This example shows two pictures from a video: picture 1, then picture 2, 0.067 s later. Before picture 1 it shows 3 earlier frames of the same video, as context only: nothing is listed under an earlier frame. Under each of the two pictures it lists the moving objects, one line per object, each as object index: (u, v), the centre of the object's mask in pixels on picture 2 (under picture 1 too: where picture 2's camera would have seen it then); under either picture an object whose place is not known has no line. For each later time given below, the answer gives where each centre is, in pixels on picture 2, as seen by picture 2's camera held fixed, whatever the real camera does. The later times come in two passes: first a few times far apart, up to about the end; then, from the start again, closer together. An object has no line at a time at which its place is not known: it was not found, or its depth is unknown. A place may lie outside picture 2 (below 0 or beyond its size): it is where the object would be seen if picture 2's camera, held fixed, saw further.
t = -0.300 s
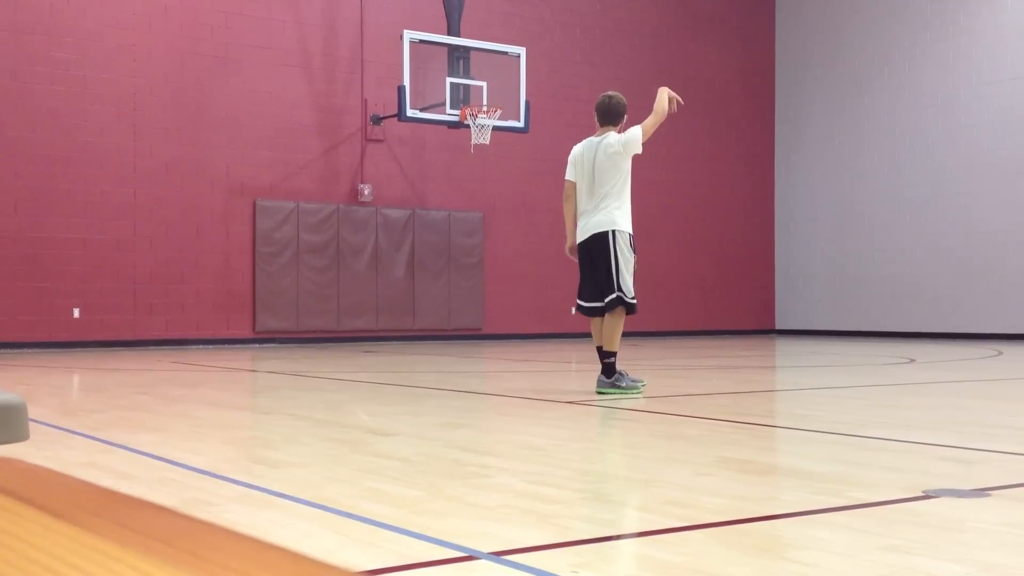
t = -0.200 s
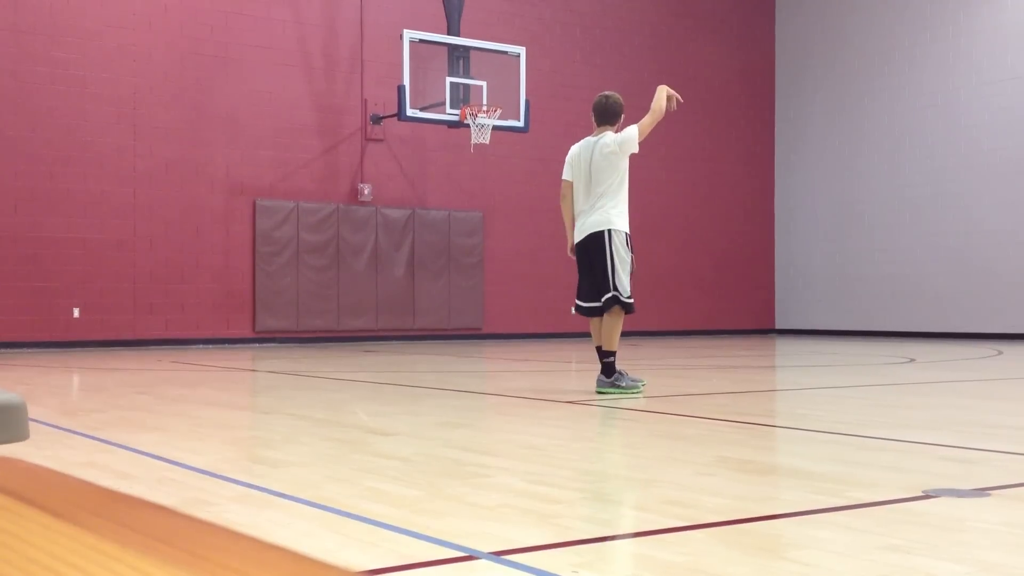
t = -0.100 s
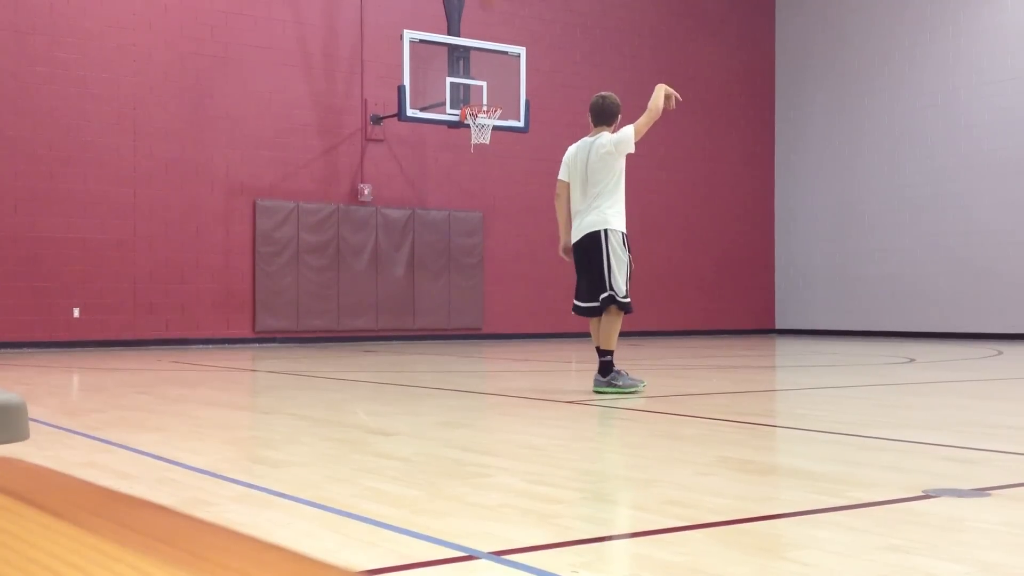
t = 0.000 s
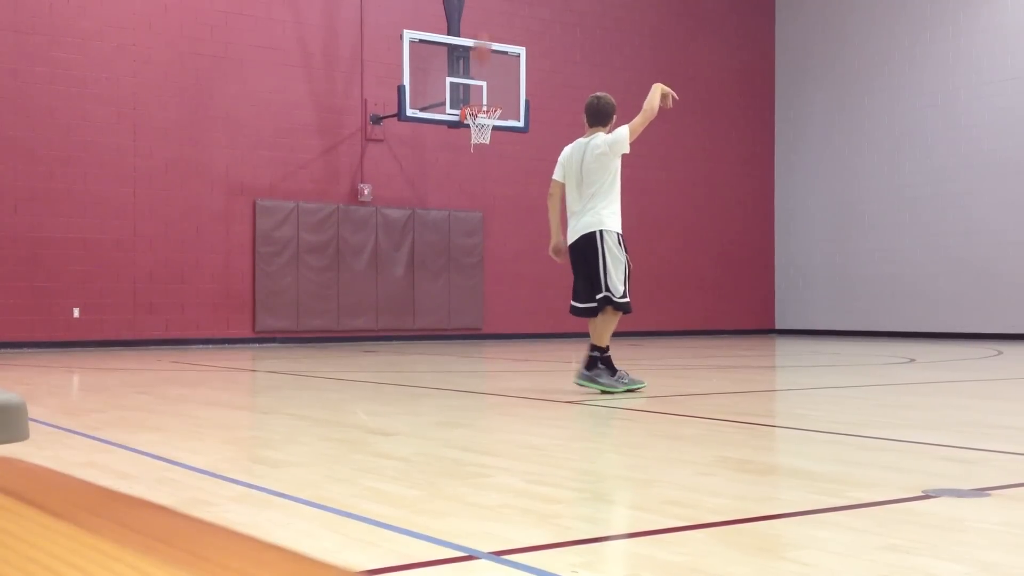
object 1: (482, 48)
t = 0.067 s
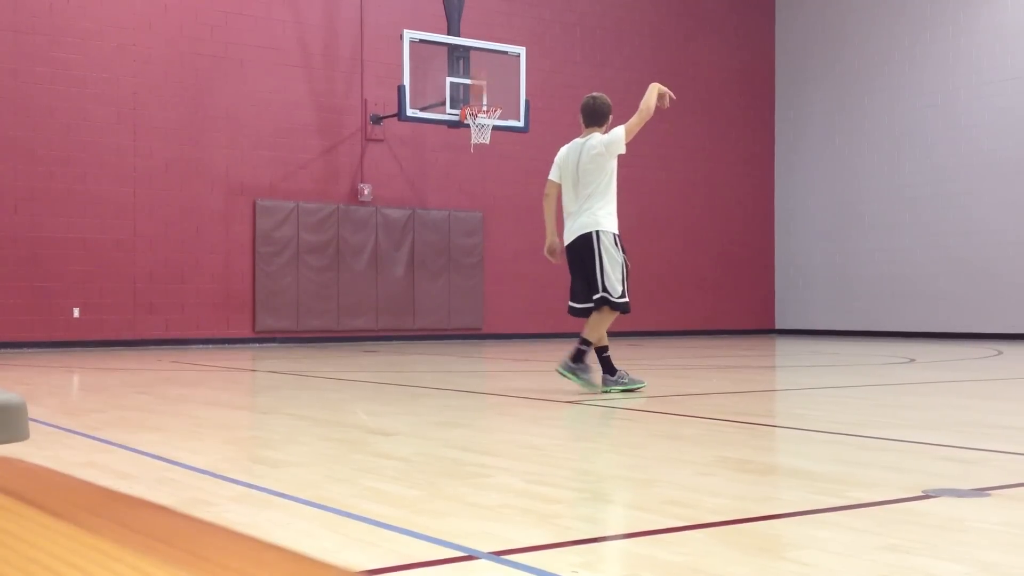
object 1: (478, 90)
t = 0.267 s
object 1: (478, 145)
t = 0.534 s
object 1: (455, 232)
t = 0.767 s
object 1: (436, 325)
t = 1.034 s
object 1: (416, 245)
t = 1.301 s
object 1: (399, 220)
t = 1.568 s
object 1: (382, 242)
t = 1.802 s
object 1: (367, 301)
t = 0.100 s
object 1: (478, 103)
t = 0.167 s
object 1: (491, 114)
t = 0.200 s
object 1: (484, 126)
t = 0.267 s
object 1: (478, 145)
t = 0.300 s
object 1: (475, 149)
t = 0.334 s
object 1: (473, 157)
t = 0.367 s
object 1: (469, 168)
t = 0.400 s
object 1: (468, 181)
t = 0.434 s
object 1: (464, 192)
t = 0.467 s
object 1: (462, 204)
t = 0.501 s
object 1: (459, 219)
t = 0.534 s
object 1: (455, 232)
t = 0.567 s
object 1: (453, 249)
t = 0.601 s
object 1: (450, 265)
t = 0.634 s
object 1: (447, 282)
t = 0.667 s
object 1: (444, 300)
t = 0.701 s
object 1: (441, 317)
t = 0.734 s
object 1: (438, 335)
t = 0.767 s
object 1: (436, 325)
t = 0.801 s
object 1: (434, 311)
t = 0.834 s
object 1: (431, 299)
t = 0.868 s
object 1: (428, 288)
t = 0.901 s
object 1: (426, 278)
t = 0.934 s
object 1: (425, 268)
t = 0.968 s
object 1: (422, 259)
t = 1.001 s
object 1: (419, 251)
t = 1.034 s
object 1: (416, 245)
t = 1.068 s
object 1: (414, 239)
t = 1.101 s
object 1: (411, 234)
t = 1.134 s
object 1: (409, 230)
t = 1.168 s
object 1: (408, 227)
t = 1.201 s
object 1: (405, 224)
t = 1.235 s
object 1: (404, 221)
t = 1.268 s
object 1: (401, 220)
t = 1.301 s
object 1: (399, 220)
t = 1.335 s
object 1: (397, 220)
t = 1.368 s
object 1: (396, 220)
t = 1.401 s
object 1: (394, 222)
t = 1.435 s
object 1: (390, 225)
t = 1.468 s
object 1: (388, 229)
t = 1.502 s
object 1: (386, 232)
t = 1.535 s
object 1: (384, 237)
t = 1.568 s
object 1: (382, 242)
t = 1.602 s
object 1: (380, 248)
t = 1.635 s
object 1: (378, 255)
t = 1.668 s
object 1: (376, 263)
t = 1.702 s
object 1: (374, 271)
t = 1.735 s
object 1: (373, 280)
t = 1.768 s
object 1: (371, 291)
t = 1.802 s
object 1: (367, 301)
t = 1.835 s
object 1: (368, 309)
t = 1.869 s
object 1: (368, 315)
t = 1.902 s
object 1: (369, 321)
